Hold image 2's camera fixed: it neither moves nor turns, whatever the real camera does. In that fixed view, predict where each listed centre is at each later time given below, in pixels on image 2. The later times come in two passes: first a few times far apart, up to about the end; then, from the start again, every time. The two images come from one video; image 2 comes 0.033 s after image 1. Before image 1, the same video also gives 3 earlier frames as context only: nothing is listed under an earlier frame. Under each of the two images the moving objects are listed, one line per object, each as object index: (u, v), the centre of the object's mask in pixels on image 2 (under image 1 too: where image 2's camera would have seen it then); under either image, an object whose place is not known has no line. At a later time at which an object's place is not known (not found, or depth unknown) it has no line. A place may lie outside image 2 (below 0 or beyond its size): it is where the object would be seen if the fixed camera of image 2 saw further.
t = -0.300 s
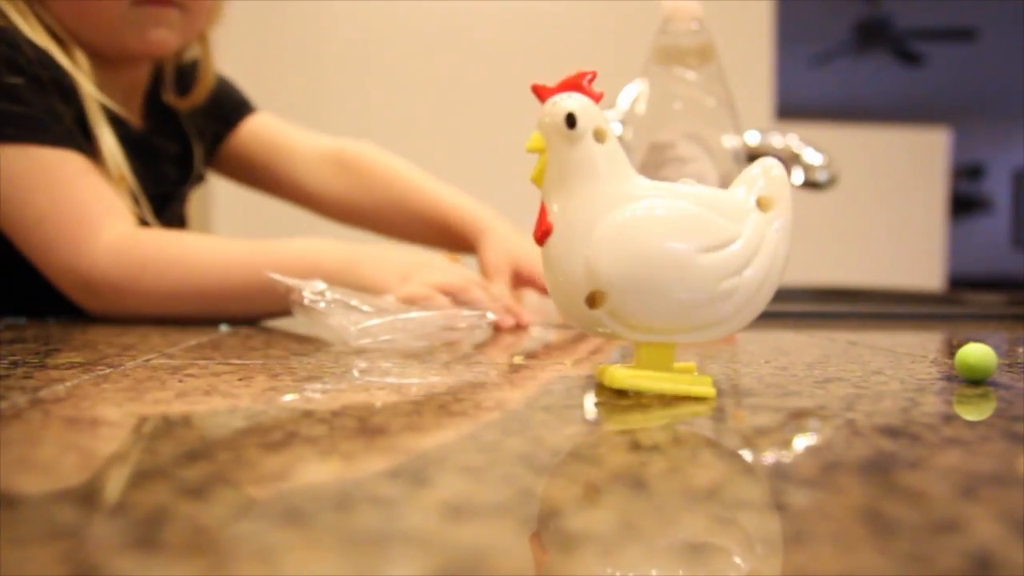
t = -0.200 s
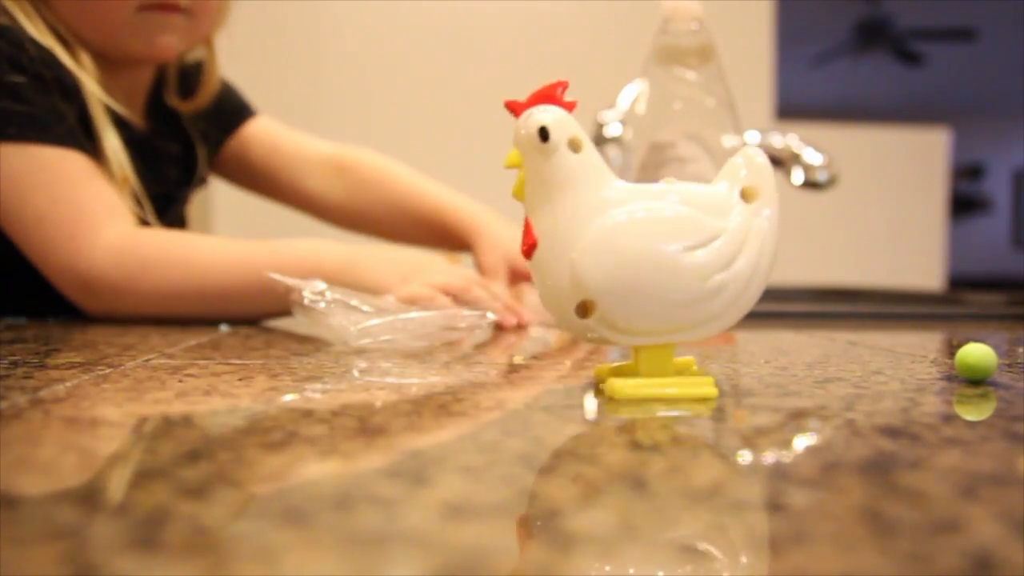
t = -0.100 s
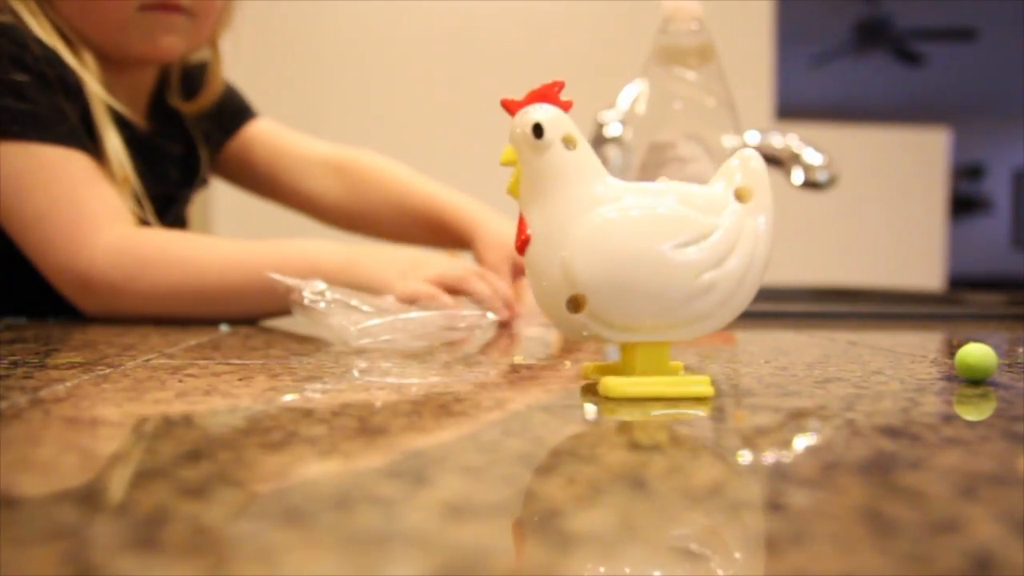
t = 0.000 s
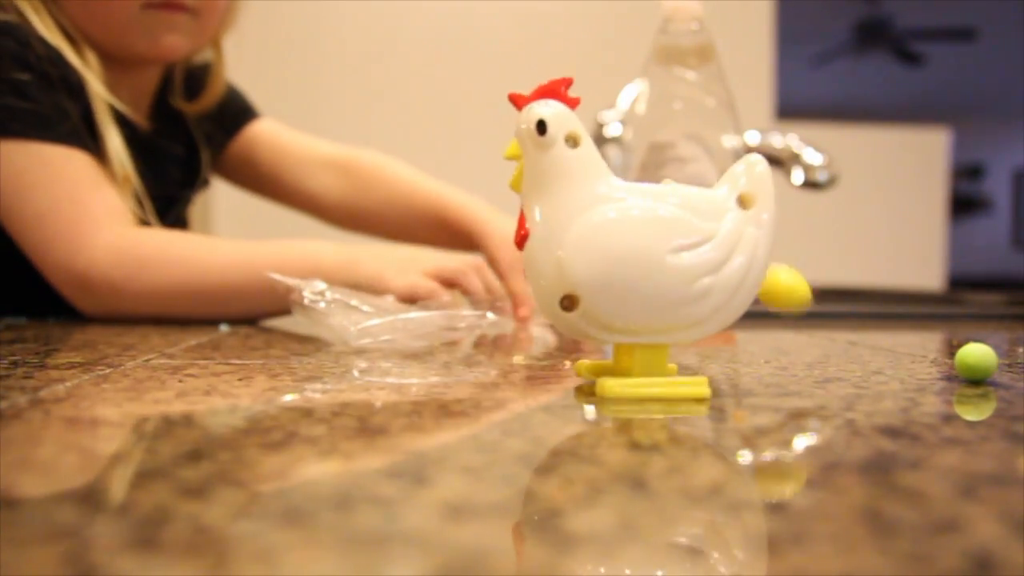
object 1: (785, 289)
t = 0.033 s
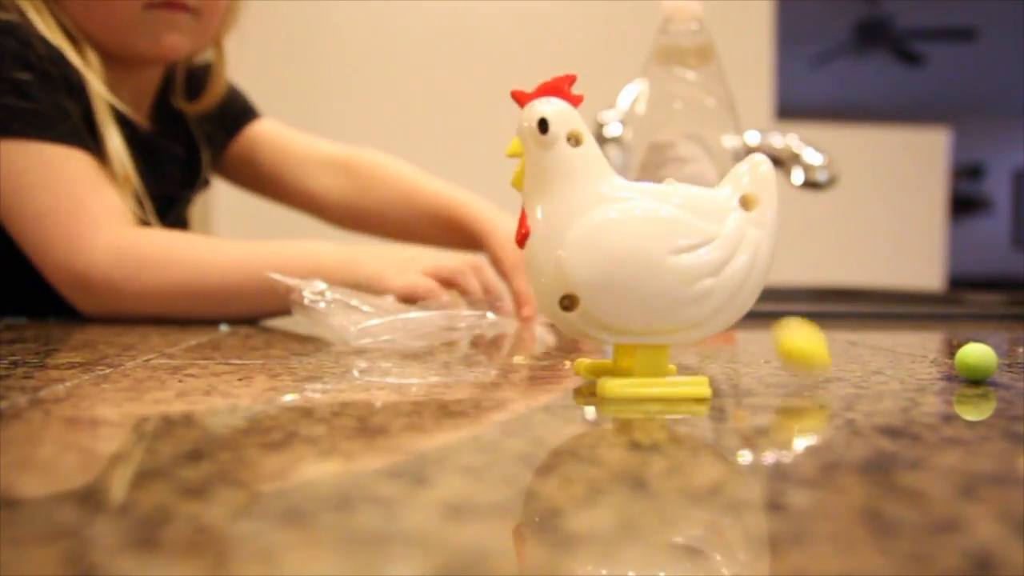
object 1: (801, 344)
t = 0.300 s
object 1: (849, 356)
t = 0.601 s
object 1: (852, 362)
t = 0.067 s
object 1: (813, 333)
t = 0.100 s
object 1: (821, 331)
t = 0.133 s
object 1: (829, 352)
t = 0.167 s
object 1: (834, 342)
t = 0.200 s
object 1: (839, 353)
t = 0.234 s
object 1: (843, 354)
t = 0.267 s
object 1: (846, 354)
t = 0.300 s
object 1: (849, 356)
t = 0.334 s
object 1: (852, 358)
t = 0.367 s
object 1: (855, 360)
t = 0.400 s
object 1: (856, 361)
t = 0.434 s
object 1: (856, 361)
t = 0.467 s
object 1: (855, 361)
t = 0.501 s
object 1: (855, 361)
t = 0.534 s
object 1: (854, 361)
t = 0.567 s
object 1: (852, 362)
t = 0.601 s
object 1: (852, 362)
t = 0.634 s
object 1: (851, 362)
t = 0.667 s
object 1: (852, 362)
